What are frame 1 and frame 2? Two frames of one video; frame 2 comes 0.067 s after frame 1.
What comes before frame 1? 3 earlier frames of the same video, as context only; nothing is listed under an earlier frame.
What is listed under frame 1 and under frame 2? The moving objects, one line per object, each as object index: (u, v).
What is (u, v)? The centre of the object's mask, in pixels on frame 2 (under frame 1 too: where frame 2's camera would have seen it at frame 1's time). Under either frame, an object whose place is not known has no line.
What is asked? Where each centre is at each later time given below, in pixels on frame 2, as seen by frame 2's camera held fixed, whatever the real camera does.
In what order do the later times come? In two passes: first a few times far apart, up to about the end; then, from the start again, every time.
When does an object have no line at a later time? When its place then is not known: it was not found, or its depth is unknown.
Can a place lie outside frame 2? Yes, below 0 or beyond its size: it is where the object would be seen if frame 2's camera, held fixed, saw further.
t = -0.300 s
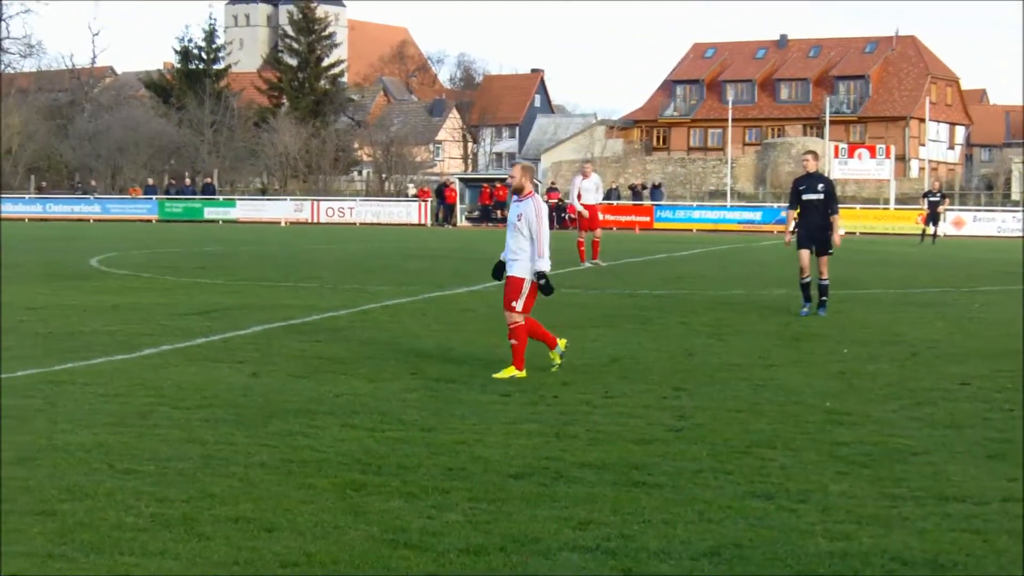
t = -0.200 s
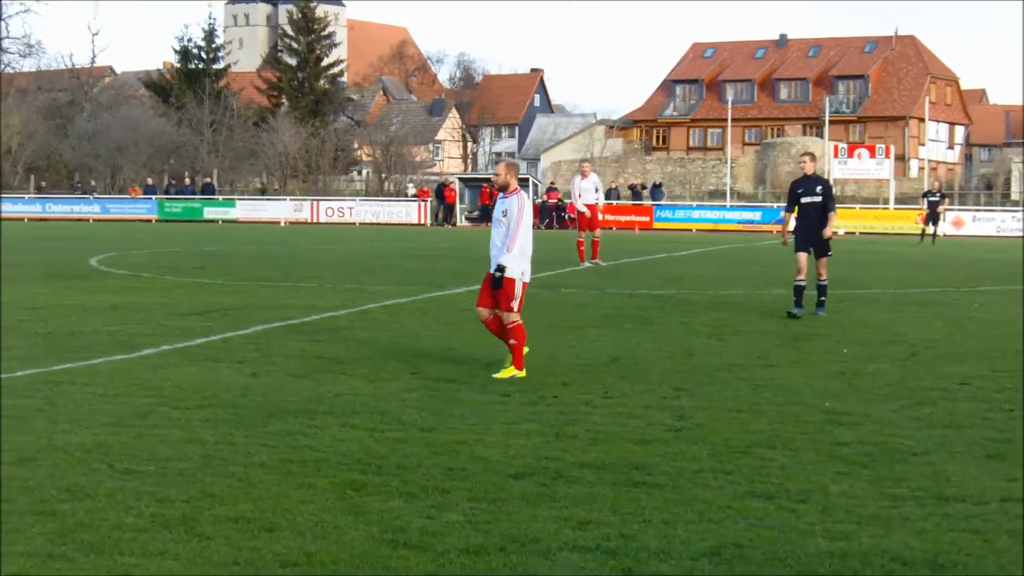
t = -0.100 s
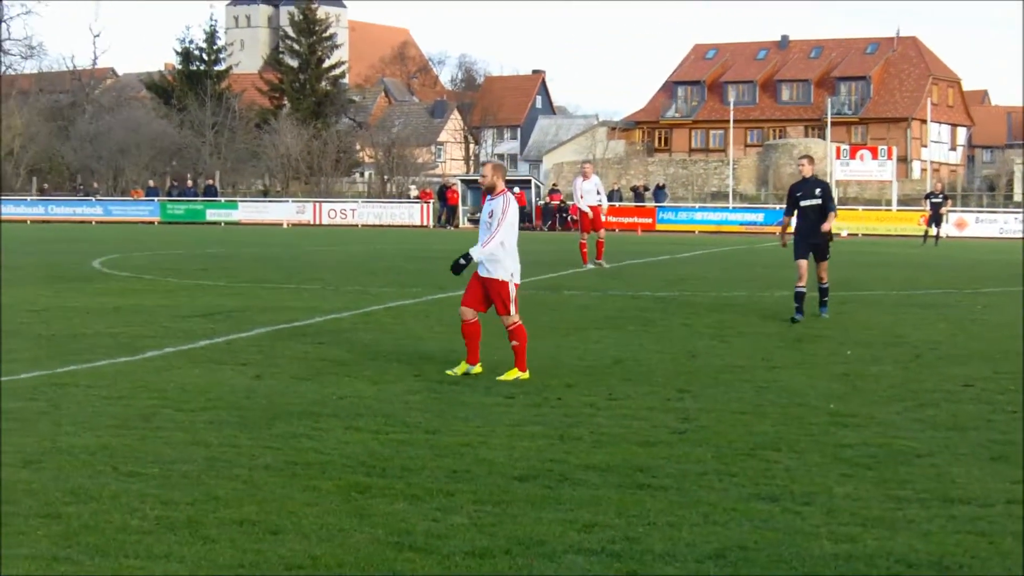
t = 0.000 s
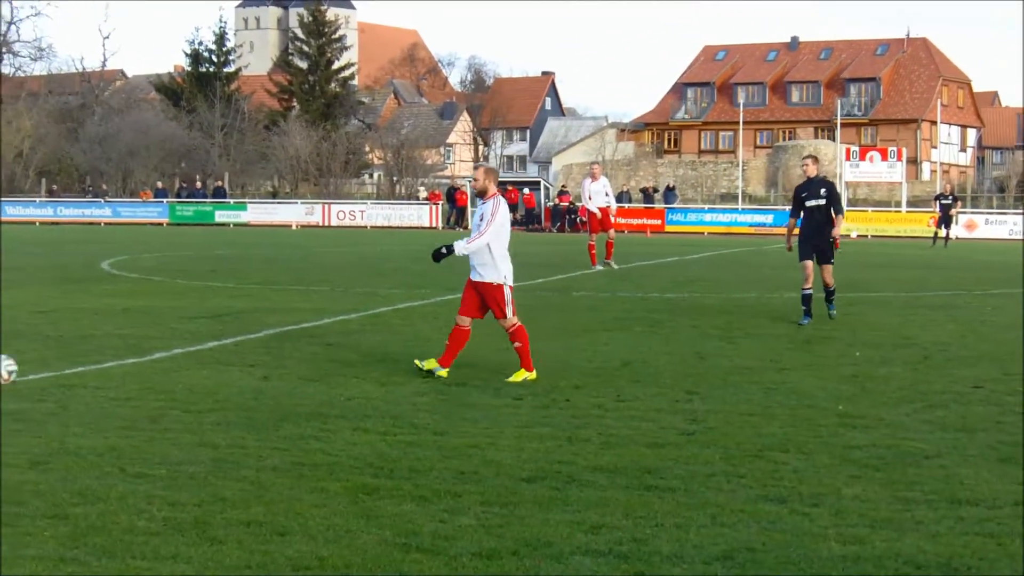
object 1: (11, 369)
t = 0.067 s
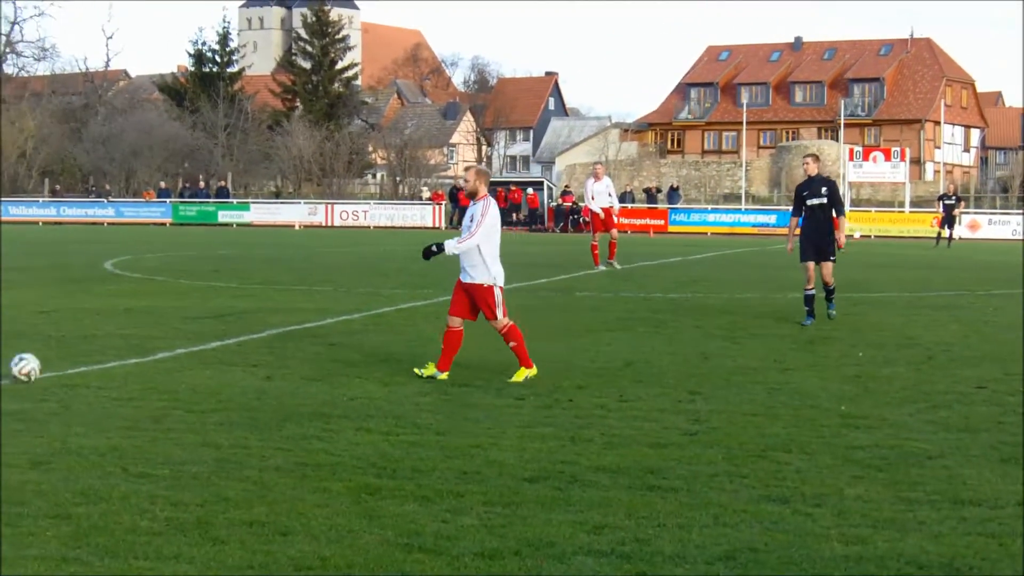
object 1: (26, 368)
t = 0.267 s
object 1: (85, 366)
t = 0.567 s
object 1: (166, 366)
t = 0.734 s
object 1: (206, 366)
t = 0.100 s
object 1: (36, 368)
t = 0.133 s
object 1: (46, 369)
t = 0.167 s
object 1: (56, 369)
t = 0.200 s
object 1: (66, 368)
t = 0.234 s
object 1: (75, 367)
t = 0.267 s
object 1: (85, 366)
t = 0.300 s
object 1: (94, 367)
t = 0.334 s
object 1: (104, 368)
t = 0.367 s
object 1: (113, 368)
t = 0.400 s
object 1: (123, 368)
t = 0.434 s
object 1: (132, 367)
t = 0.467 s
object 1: (140, 367)
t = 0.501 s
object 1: (150, 367)
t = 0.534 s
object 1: (157, 367)
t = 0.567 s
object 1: (166, 366)
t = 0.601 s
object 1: (174, 367)
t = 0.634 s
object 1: (182, 366)
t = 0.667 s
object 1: (190, 365)
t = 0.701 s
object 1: (198, 366)
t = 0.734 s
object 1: (206, 366)
